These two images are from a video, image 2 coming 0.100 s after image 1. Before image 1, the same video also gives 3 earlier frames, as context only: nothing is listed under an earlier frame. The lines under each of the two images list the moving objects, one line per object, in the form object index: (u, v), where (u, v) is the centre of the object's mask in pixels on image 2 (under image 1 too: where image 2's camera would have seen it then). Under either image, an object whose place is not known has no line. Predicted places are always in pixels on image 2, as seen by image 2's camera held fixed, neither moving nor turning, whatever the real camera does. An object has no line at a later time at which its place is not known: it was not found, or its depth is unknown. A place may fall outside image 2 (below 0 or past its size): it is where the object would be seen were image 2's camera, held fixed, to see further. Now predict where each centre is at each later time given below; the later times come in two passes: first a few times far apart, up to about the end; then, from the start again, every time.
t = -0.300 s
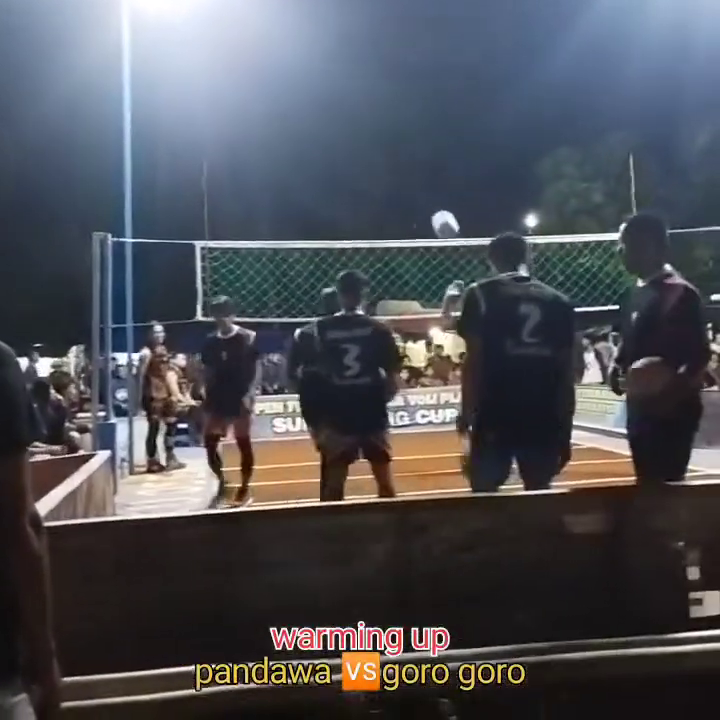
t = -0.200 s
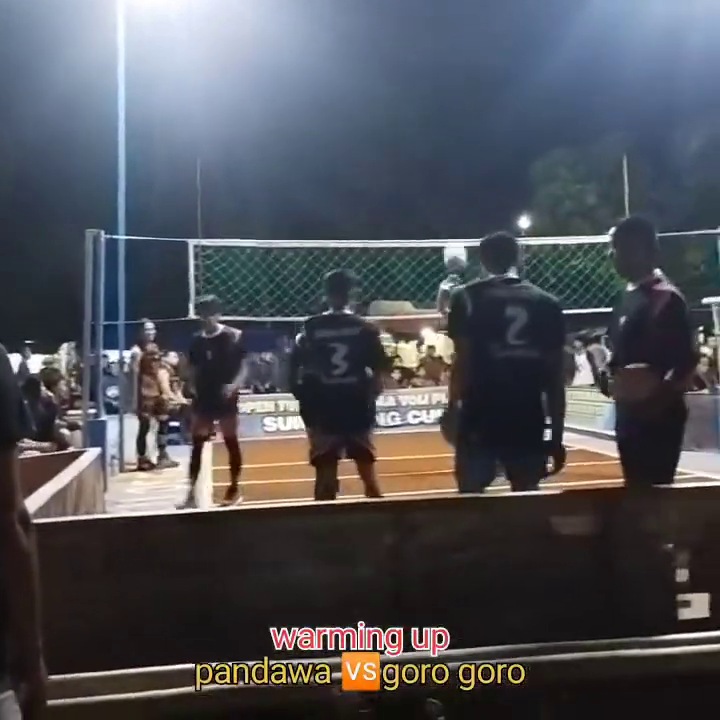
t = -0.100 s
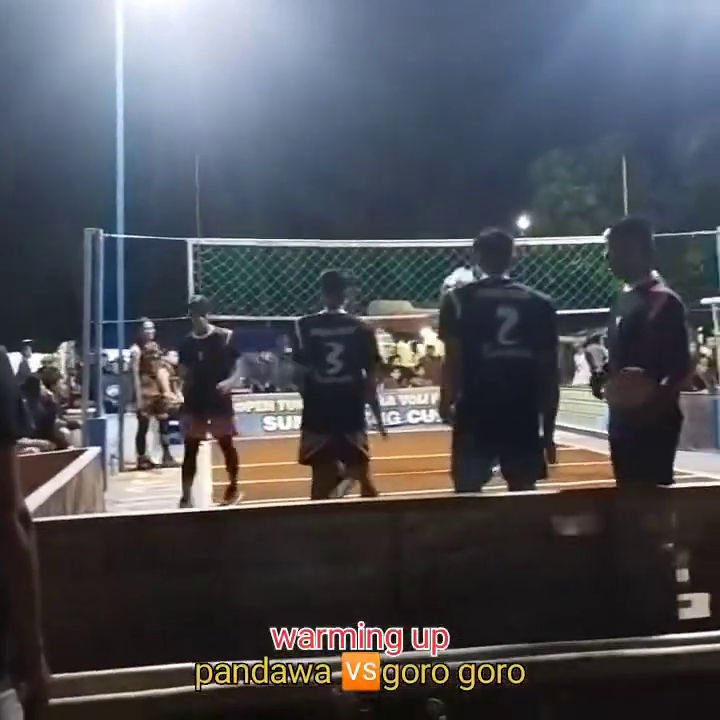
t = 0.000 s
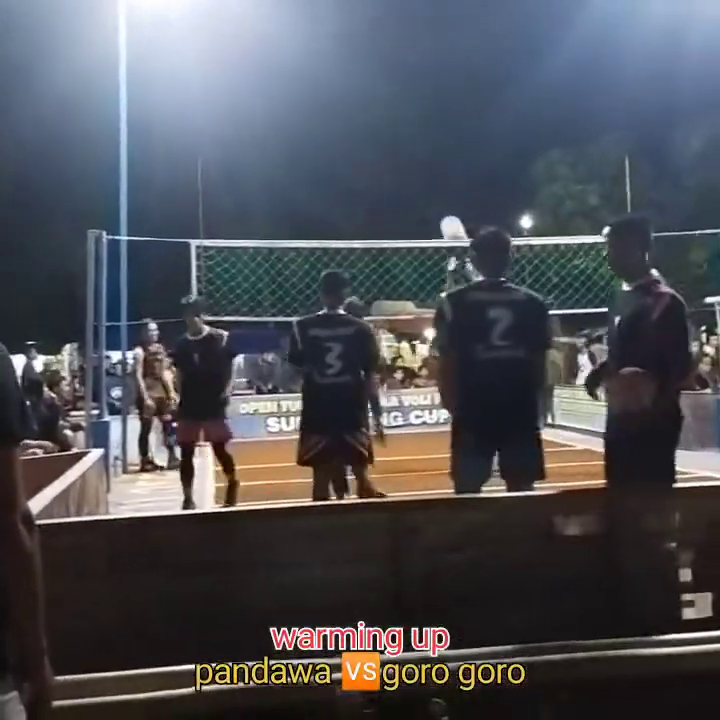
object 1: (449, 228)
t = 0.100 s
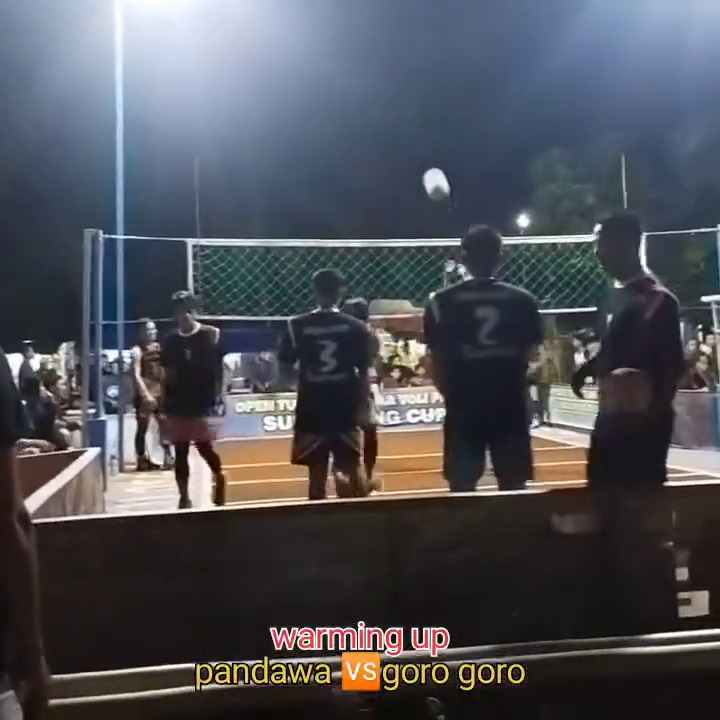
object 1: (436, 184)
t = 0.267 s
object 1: (416, 132)
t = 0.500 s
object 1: (393, 108)
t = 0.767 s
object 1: (371, 146)
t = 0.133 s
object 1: (431, 171)
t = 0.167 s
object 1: (427, 159)
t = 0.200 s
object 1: (423, 149)
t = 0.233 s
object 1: (420, 140)
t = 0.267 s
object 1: (416, 132)
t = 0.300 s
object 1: (413, 126)
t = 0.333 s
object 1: (409, 120)
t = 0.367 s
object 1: (406, 115)
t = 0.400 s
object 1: (402, 111)
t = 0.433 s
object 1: (399, 109)
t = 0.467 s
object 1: (396, 108)
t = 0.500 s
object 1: (393, 108)
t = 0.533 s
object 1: (389, 109)
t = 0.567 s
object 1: (386, 111)
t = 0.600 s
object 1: (383, 114)
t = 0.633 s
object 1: (381, 119)
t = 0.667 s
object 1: (378, 124)
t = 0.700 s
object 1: (376, 130)
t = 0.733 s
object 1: (373, 137)
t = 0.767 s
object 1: (371, 146)
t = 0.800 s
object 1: (369, 155)
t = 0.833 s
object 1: (366, 167)
